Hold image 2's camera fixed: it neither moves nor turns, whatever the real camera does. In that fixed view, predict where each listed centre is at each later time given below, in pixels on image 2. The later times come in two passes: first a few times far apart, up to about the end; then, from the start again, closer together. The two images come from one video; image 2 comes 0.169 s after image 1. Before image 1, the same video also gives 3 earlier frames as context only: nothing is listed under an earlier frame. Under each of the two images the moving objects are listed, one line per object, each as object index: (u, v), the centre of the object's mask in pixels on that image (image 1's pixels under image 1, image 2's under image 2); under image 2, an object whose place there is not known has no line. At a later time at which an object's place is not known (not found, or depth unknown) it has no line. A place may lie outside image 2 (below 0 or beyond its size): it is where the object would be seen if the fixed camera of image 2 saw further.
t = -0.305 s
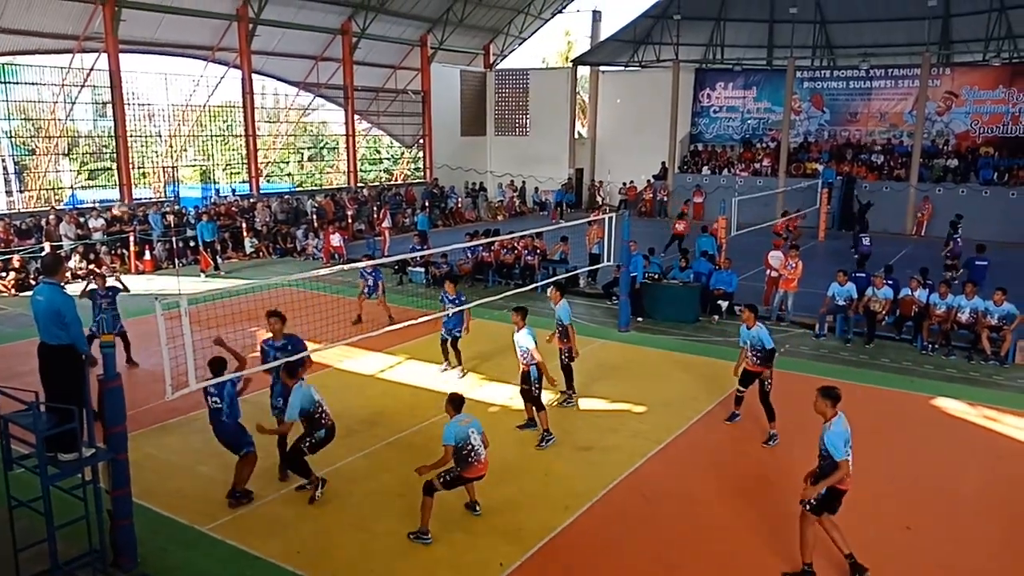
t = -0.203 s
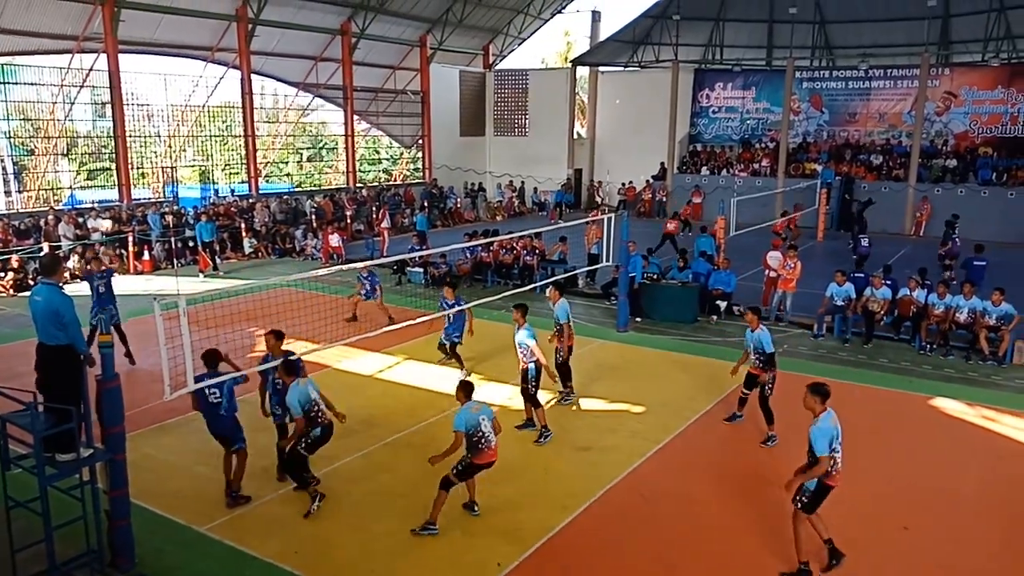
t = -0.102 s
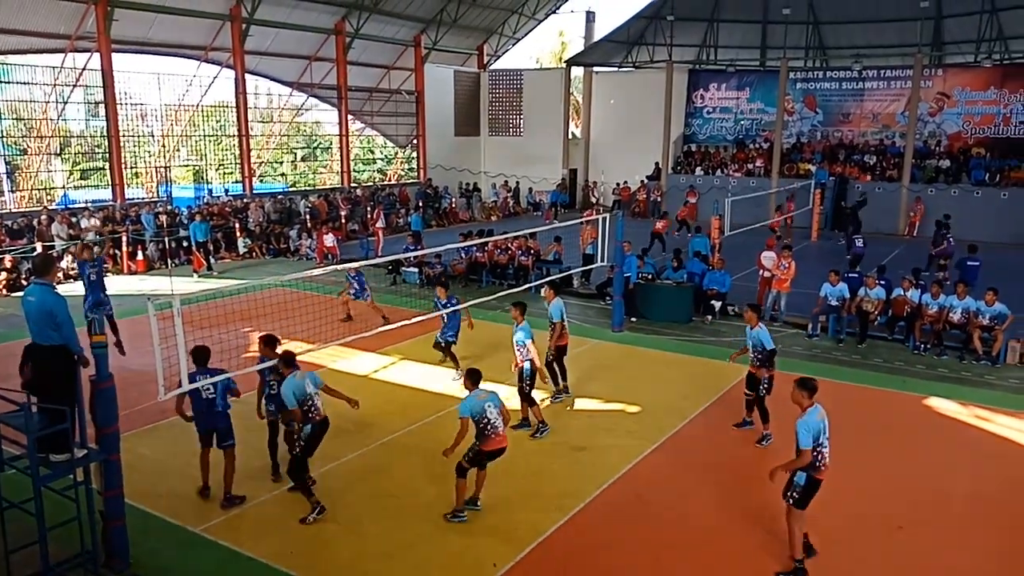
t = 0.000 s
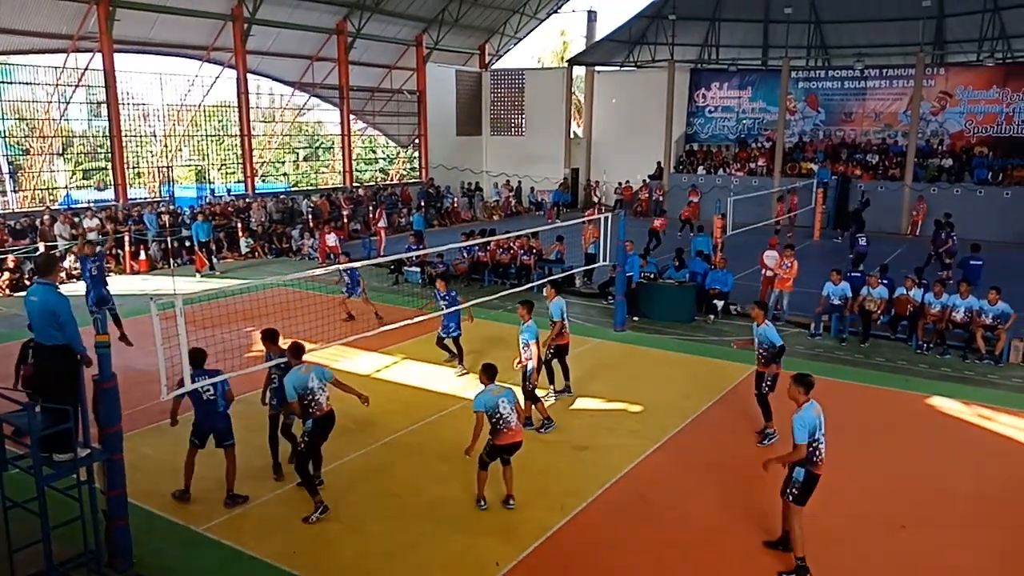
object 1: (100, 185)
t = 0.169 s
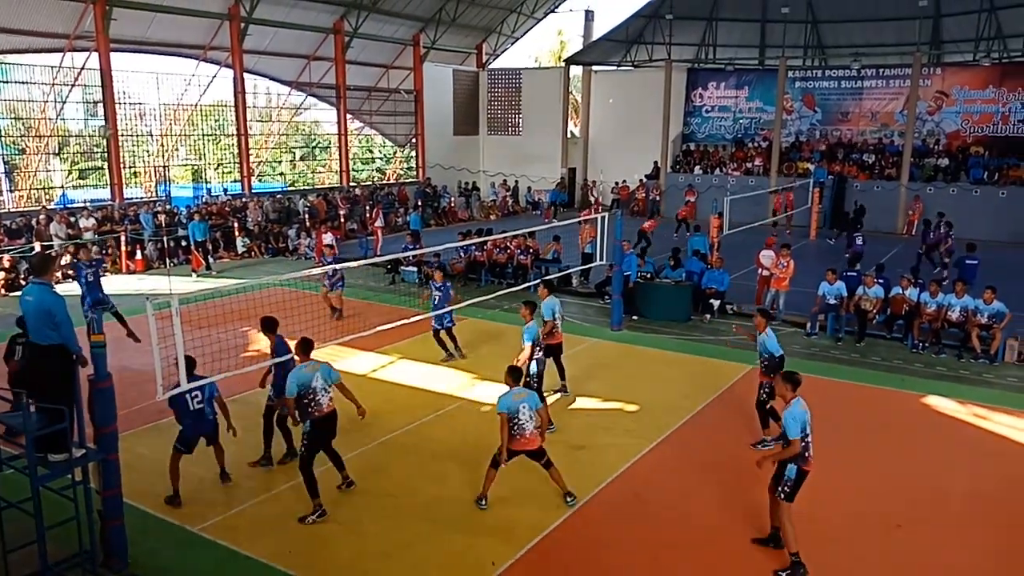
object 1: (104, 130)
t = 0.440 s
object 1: (125, 82)
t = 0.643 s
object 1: (144, 78)
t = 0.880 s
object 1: (172, 116)
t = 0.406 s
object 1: (122, 85)
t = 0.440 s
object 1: (125, 82)
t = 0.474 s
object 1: (128, 79)
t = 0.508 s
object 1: (131, 77)
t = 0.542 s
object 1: (134, 76)
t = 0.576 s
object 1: (137, 76)
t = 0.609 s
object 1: (141, 77)
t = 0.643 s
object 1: (144, 78)
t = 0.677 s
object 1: (149, 81)
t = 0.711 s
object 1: (152, 84)
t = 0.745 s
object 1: (156, 88)
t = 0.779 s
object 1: (159, 94)
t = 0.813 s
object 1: (163, 100)
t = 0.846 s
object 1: (167, 107)
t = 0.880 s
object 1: (172, 116)
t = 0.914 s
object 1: (175, 124)
